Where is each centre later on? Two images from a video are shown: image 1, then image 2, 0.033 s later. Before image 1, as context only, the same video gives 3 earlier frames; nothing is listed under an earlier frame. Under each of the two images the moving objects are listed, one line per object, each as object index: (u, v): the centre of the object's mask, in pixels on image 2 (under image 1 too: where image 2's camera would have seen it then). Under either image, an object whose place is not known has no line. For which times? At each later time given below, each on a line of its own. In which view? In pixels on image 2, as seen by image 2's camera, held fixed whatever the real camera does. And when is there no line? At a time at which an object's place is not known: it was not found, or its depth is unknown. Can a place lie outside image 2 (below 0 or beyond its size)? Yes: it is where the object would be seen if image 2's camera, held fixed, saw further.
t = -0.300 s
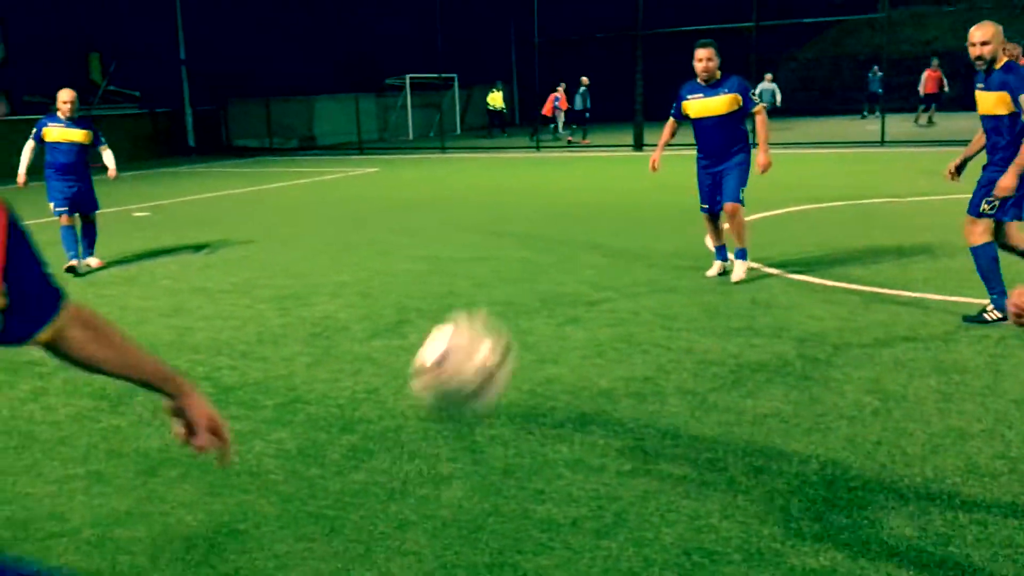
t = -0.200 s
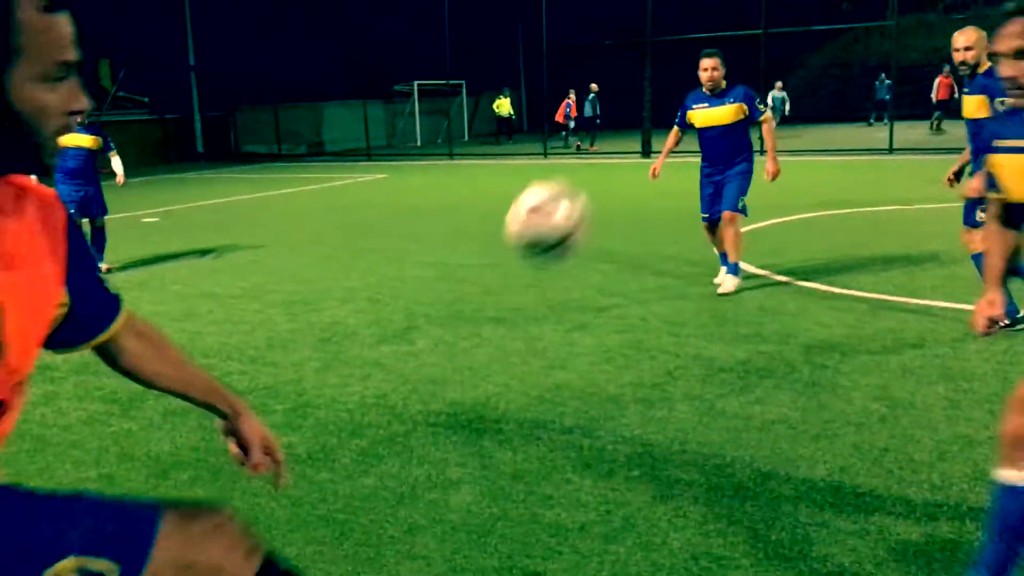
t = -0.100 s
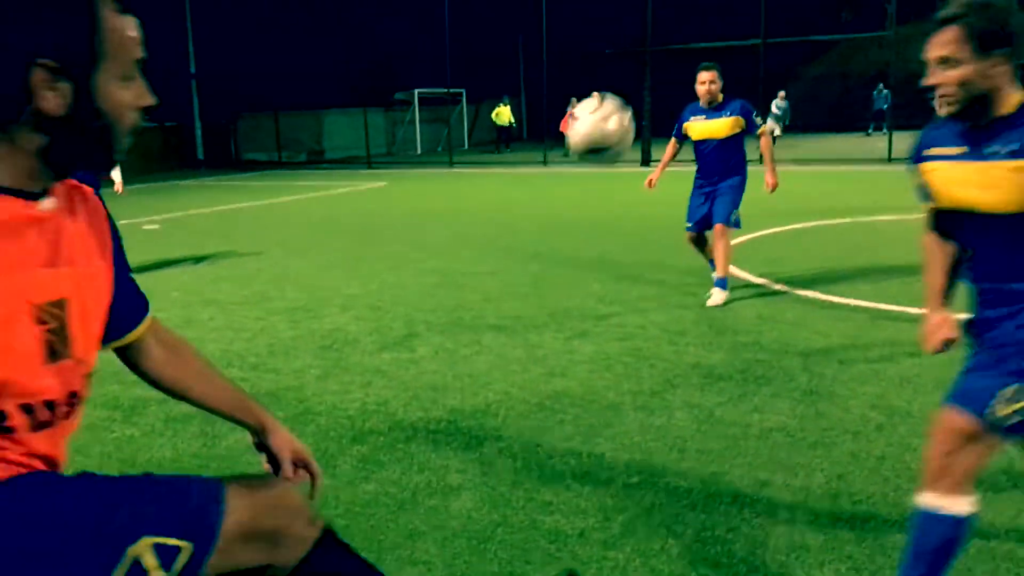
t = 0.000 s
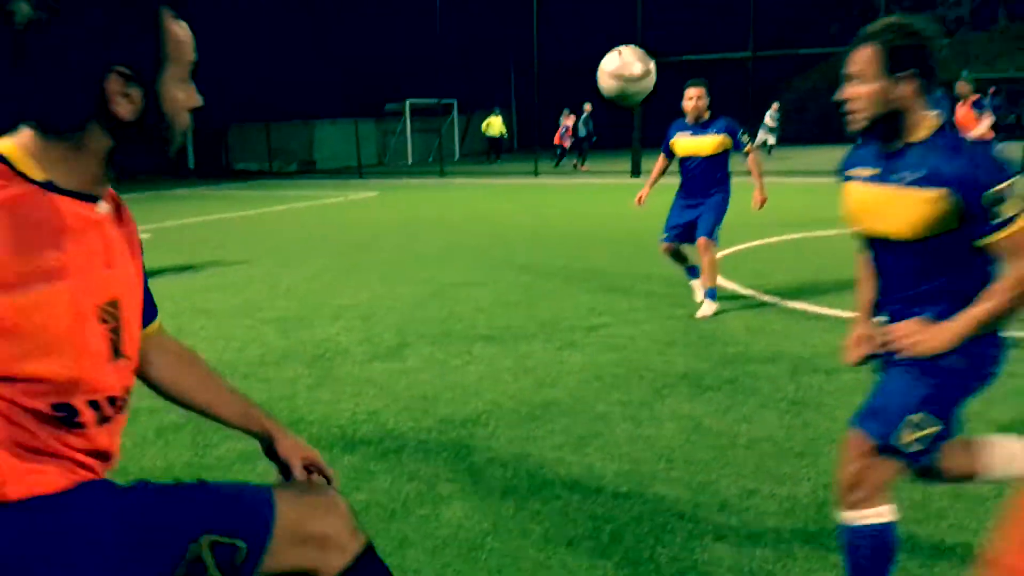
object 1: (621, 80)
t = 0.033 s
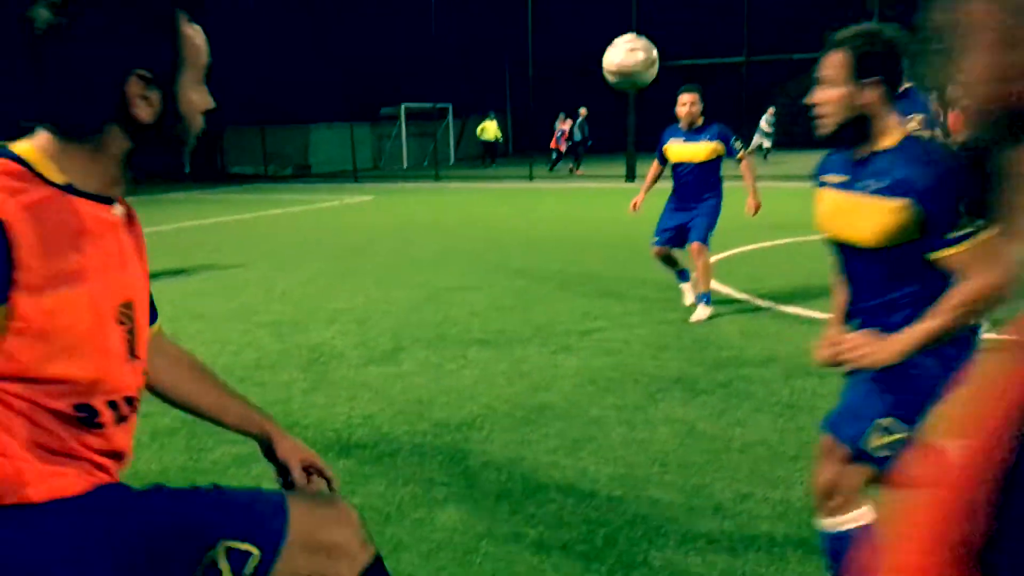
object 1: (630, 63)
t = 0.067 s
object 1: (638, 48)
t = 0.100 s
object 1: (645, 35)
